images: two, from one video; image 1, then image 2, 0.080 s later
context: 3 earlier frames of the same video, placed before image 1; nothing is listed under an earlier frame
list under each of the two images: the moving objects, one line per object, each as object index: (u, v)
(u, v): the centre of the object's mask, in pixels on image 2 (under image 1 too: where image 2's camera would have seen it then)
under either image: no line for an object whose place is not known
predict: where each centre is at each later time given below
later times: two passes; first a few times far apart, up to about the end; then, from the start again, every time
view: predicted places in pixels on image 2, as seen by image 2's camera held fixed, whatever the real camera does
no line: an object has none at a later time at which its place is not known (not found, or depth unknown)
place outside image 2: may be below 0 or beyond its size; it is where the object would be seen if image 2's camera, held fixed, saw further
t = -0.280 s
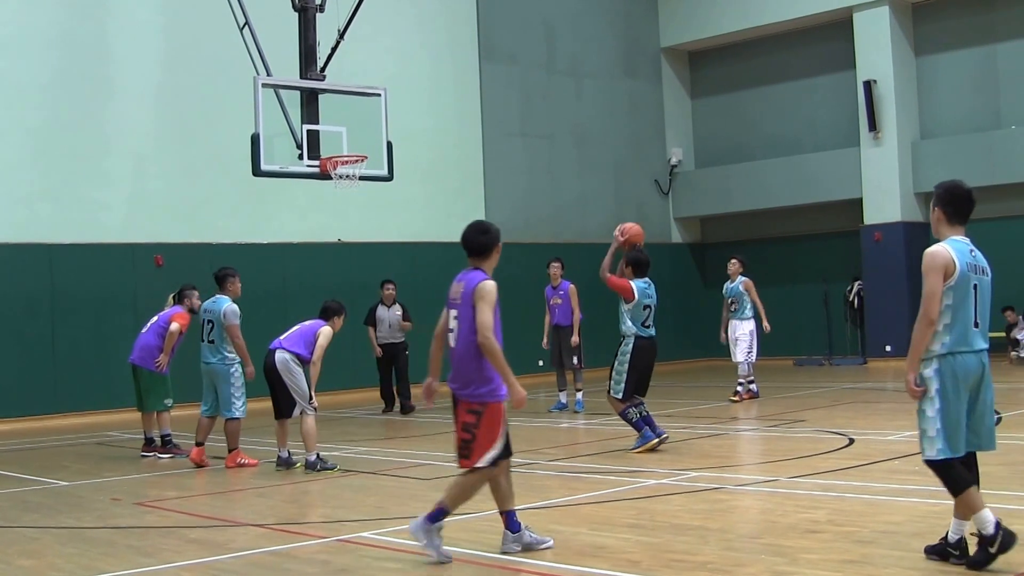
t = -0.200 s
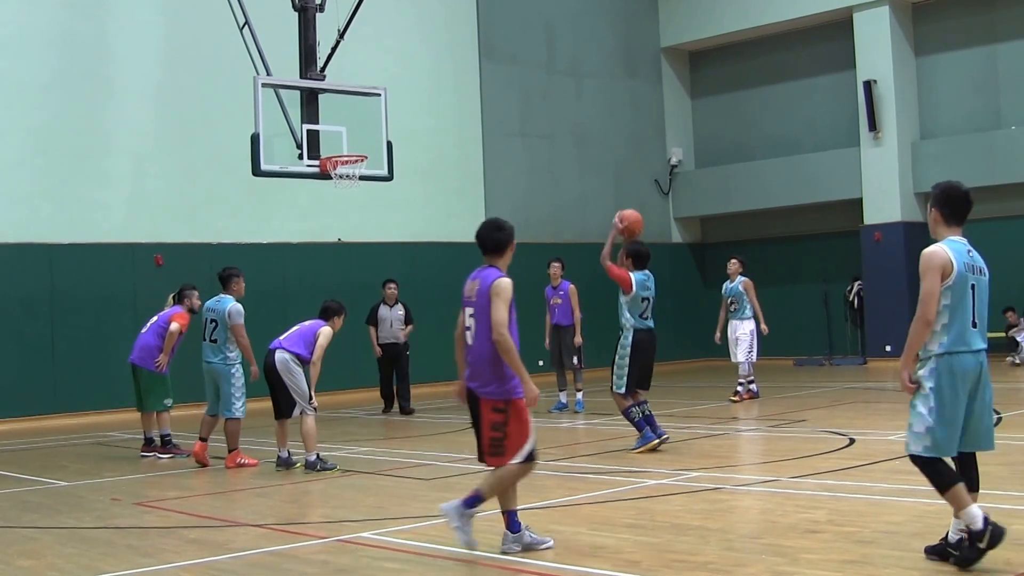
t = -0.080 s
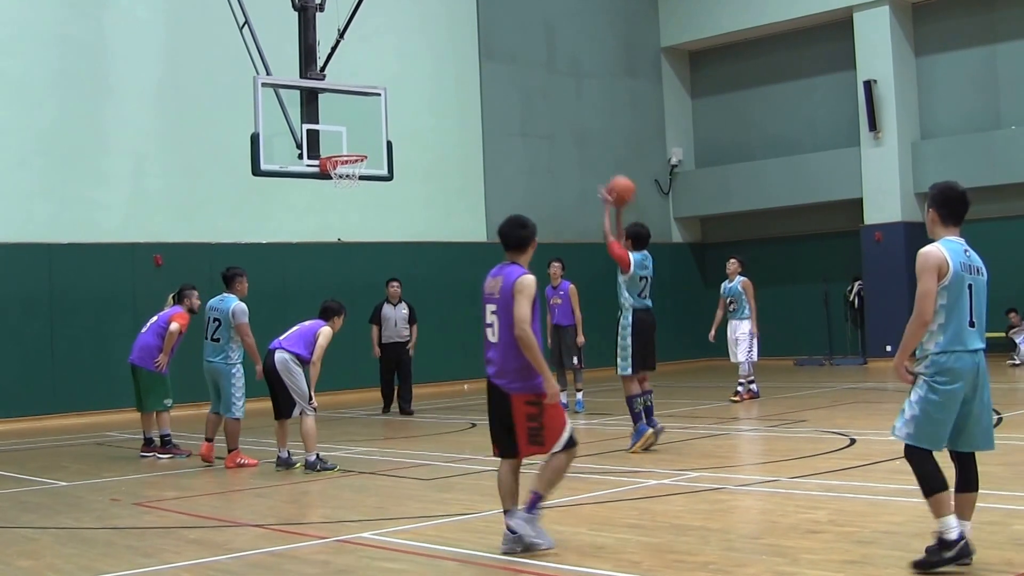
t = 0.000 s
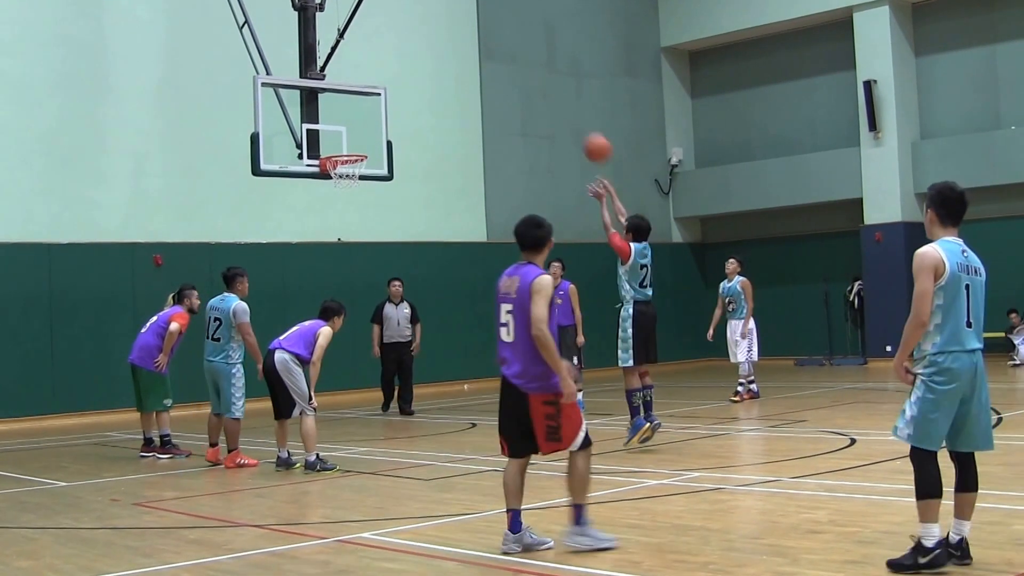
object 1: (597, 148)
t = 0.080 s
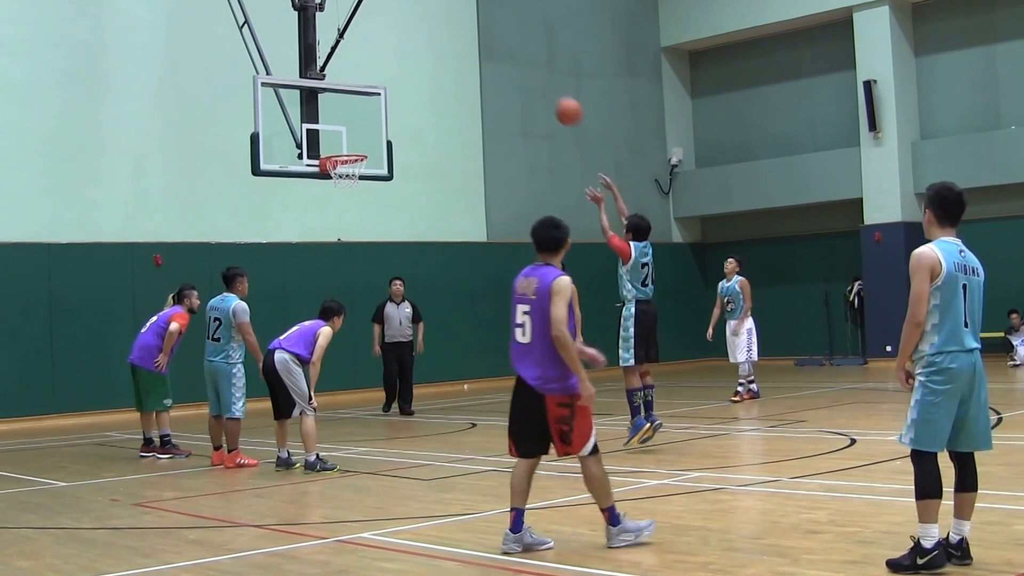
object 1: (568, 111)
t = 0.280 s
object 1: (504, 55)
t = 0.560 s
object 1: (429, 47)
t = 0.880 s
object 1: (359, 120)
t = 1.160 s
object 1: (348, 113)
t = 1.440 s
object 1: (361, 109)
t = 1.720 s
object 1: (381, 187)
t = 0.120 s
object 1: (555, 96)
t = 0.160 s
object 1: (541, 83)
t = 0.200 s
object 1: (529, 72)
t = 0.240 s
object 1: (516, 62)
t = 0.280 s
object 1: (504, 55)
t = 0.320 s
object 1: (492, 49)
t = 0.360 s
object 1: (481, 45)
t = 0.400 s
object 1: (470, 42)
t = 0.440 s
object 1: (459, 41)
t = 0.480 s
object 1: (449, 42)
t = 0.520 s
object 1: (439, 44)
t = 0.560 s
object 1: (429, 47)
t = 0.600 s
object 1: (419, 52)
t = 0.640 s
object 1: (410, 57)
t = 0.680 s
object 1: (401, 65)
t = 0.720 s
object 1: (392, 73)
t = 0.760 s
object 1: (384, 83)
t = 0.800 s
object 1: (375, 94)
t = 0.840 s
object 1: (367, 106)
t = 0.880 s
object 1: (359, 120)
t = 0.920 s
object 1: (351, 134)
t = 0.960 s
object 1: (344, 147)
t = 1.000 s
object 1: (343, 144)
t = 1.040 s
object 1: (344, 135)
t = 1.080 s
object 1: (345, 126)
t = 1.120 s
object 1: (347, 119)
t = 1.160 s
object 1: (348, 113)
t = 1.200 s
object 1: (350, 108)
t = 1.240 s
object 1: (352, 105)
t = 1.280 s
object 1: (354, 102)
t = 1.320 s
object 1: (355, 102)
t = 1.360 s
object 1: (357, 103)
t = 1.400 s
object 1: (359, 105)
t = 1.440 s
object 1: (361, 109)
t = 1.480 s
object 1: (364, 115)
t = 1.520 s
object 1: (366, 122)
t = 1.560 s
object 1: (369, 131)
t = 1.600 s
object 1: (372, 143)
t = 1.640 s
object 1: (374, 155)
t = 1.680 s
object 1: (378, 170)
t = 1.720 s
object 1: (381, 187)
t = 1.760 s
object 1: (384, 207)
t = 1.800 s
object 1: (387, 229)
